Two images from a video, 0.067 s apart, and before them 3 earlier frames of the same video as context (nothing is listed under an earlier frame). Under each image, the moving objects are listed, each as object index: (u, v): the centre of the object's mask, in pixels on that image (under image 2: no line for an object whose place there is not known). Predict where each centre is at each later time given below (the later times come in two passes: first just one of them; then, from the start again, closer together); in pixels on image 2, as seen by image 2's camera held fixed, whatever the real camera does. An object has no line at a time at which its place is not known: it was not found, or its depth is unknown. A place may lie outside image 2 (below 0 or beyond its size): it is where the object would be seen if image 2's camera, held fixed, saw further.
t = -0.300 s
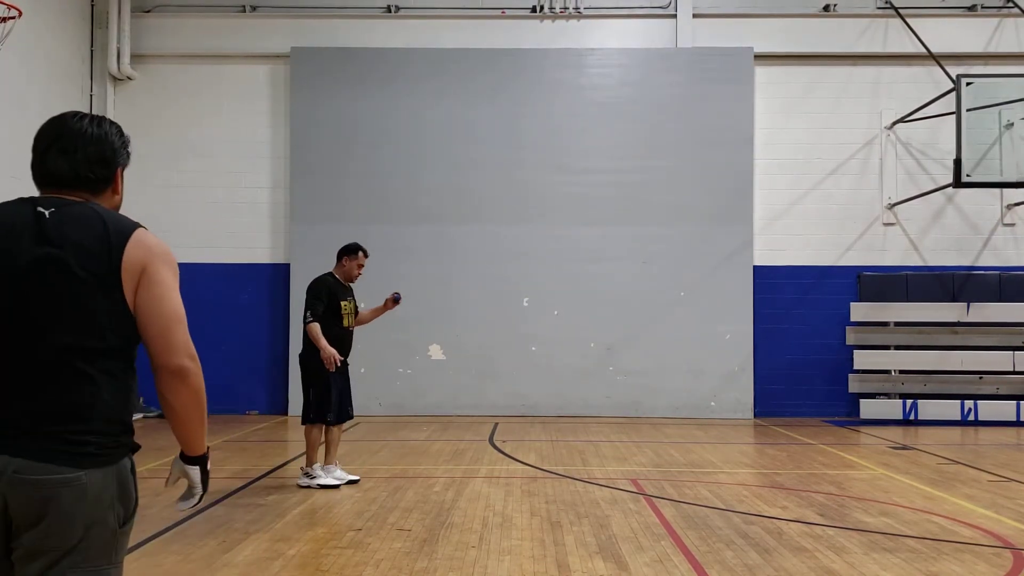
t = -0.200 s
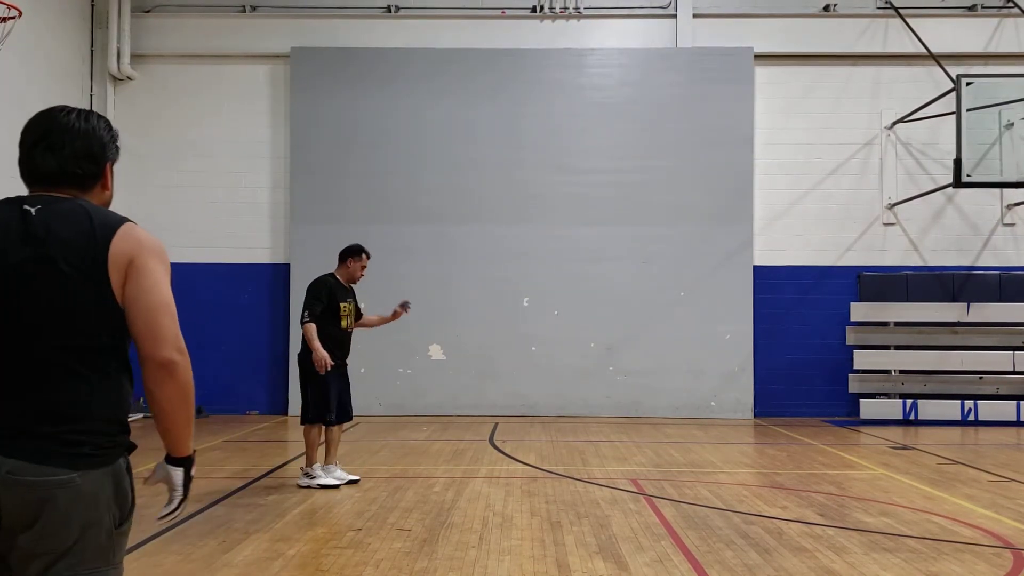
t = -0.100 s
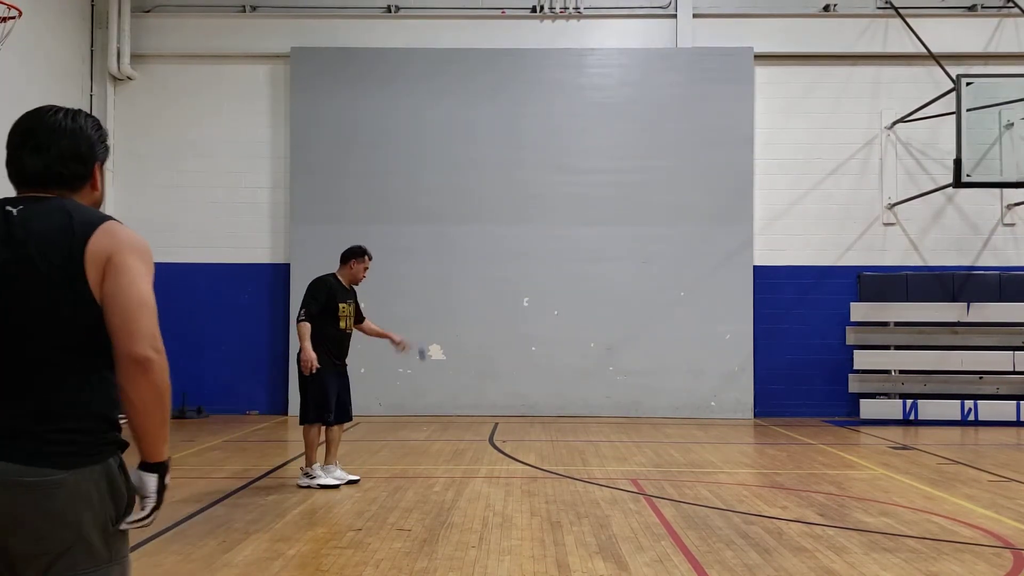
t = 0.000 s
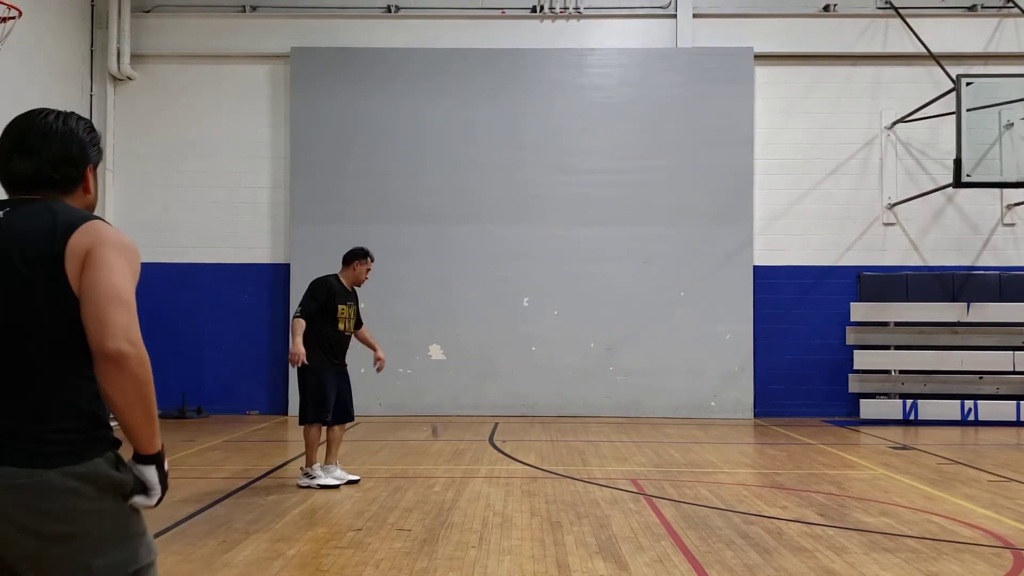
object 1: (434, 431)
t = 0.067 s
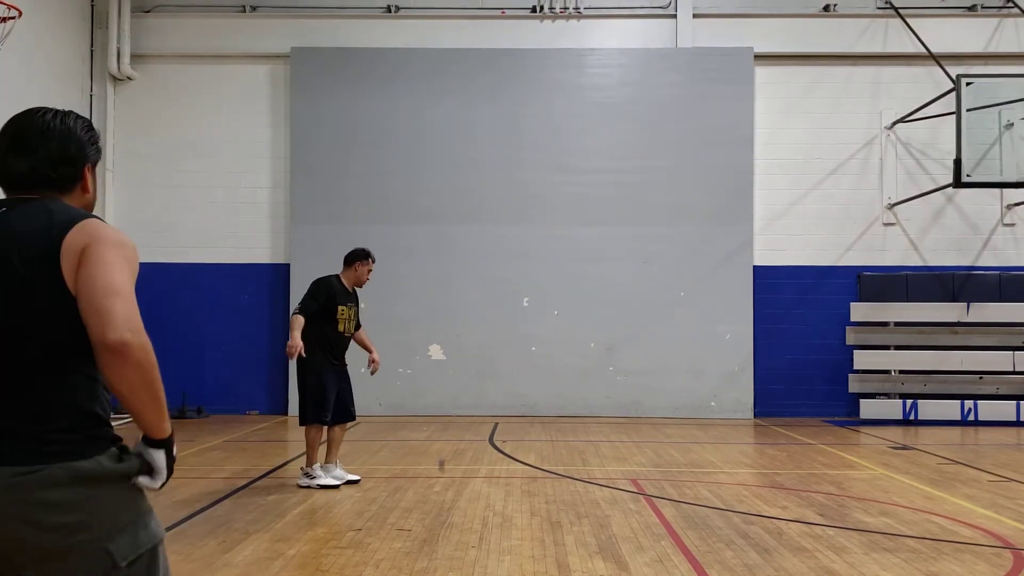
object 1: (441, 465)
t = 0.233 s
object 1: (447, 359)
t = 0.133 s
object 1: (444, 418)
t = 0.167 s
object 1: (445, 397)
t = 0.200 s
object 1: (446, 377)
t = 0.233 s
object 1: (447, 359)
